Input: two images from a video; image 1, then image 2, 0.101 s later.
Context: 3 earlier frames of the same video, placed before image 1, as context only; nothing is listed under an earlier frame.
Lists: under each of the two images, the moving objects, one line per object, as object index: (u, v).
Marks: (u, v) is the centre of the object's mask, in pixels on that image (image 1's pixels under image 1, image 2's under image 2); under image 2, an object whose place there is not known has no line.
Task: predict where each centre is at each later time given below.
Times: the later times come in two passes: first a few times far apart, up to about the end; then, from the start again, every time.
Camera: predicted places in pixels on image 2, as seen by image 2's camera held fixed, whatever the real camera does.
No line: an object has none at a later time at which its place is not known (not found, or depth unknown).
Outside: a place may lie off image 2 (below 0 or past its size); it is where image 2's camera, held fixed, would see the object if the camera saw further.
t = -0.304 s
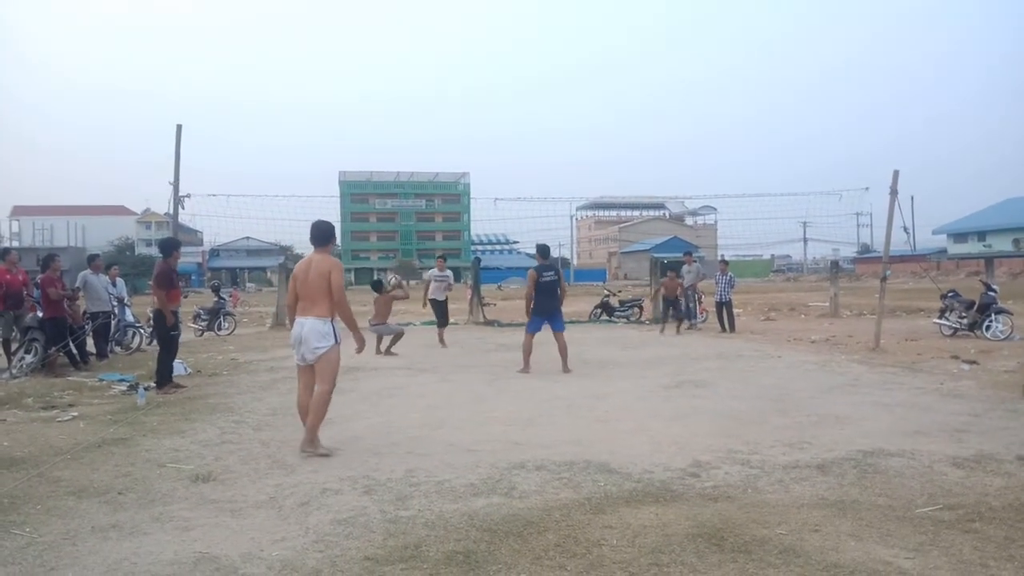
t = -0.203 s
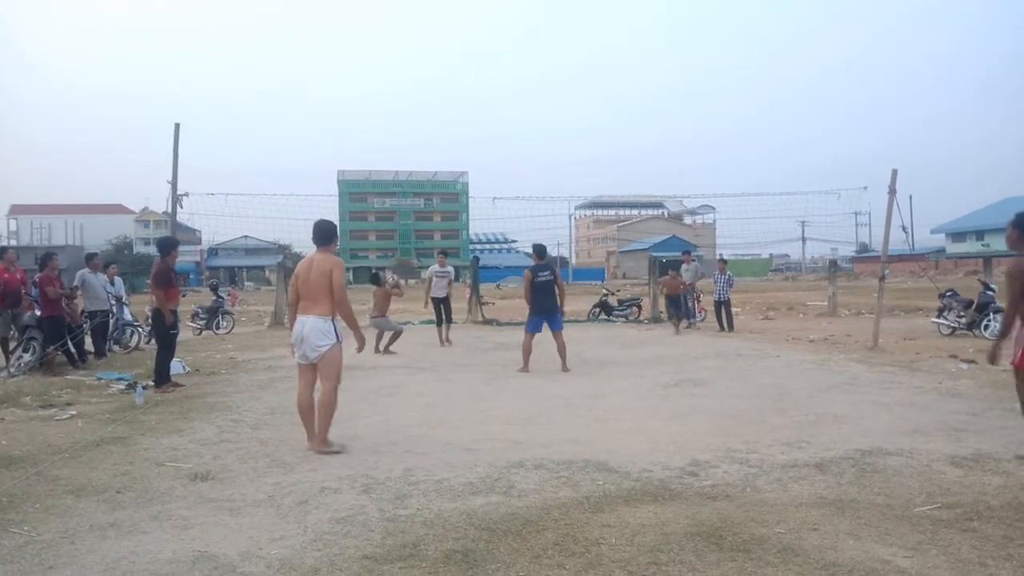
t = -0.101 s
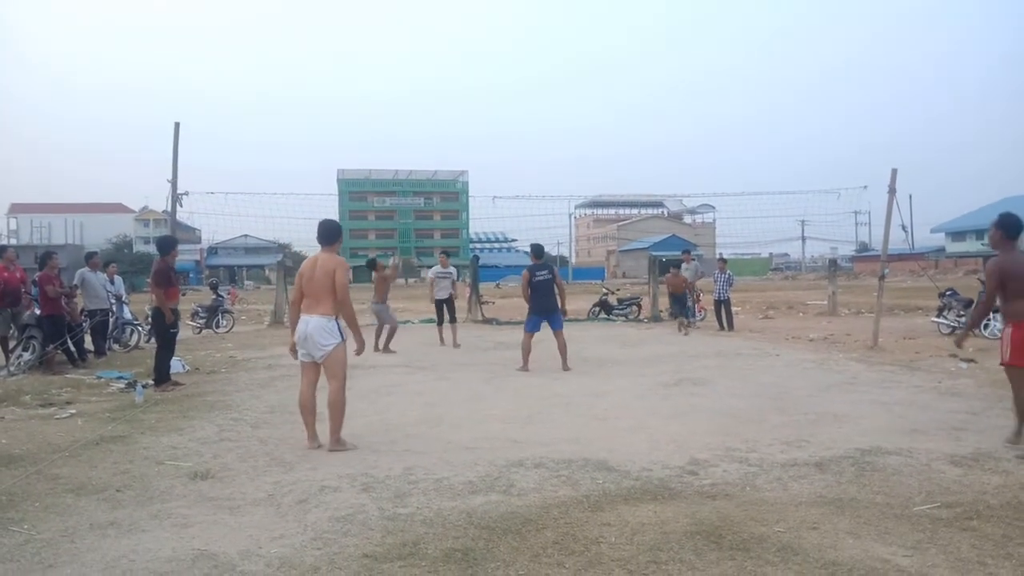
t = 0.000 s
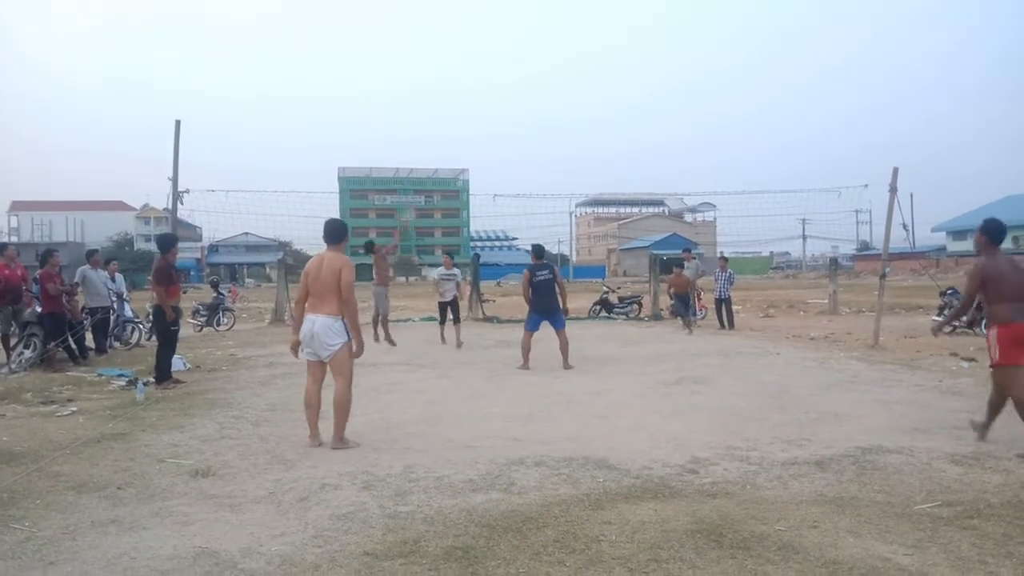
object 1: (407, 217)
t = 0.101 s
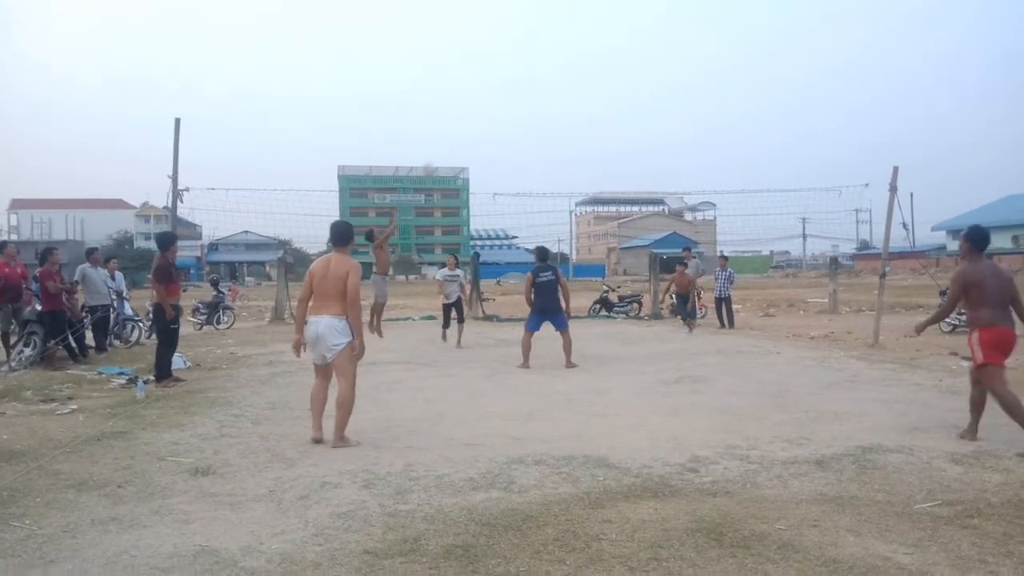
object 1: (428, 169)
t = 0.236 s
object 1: (452, 119)
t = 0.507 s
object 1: (501, 49)
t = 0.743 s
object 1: (543, 26)
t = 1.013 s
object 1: (587, 44)
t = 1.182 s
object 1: (613, 78)
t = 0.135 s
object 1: (434, 156)
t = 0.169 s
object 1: (440, 143)
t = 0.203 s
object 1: (446, 130)
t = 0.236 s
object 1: (452, 119)
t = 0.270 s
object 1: (458, 108)
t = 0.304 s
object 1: (465, 98)
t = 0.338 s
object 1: (471, 87)
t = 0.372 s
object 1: (477, 78)
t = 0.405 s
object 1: (483, 70)
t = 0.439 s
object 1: (490, 62)
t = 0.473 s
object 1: (495, 56)
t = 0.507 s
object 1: (501, 49)
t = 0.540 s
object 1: (508, 44)
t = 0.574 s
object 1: (513, 39)
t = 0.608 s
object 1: (519, 35)
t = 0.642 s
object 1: (525, 32)
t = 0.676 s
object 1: (531, 29)
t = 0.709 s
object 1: (536, 27)
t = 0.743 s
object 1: (543, 26)
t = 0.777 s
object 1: (548, 26)
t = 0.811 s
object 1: (553, 26)
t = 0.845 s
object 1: (559, 28)
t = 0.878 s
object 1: (565, 29)
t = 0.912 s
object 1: (571, 32)
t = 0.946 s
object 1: (576, 35)
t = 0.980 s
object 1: (581, 39)
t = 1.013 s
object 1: (587, 44)
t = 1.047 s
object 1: (593, 49)
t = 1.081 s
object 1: (597, 56)
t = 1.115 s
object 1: (603, 63)
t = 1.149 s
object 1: (608, 70)
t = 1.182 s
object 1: (613, 78)
